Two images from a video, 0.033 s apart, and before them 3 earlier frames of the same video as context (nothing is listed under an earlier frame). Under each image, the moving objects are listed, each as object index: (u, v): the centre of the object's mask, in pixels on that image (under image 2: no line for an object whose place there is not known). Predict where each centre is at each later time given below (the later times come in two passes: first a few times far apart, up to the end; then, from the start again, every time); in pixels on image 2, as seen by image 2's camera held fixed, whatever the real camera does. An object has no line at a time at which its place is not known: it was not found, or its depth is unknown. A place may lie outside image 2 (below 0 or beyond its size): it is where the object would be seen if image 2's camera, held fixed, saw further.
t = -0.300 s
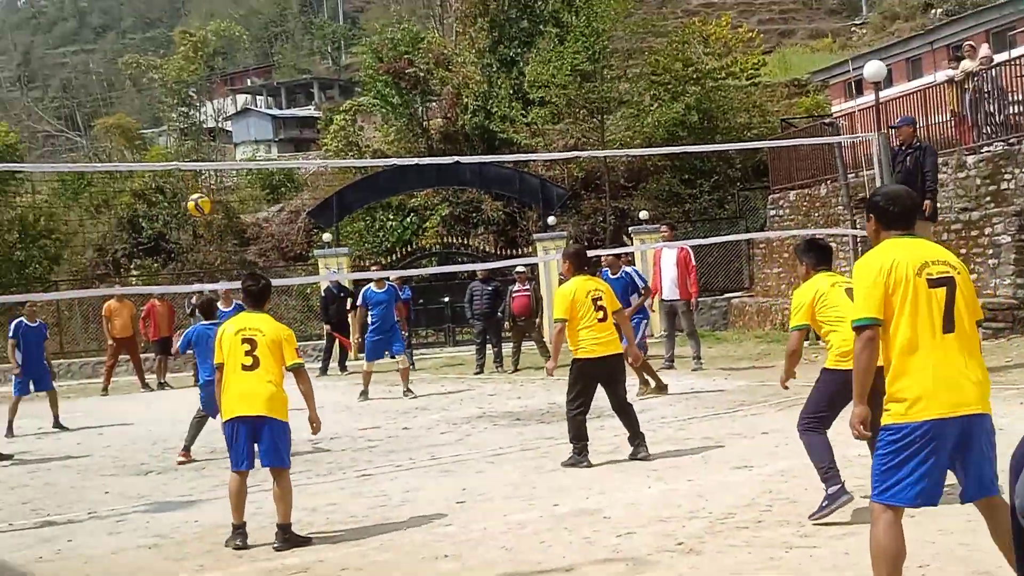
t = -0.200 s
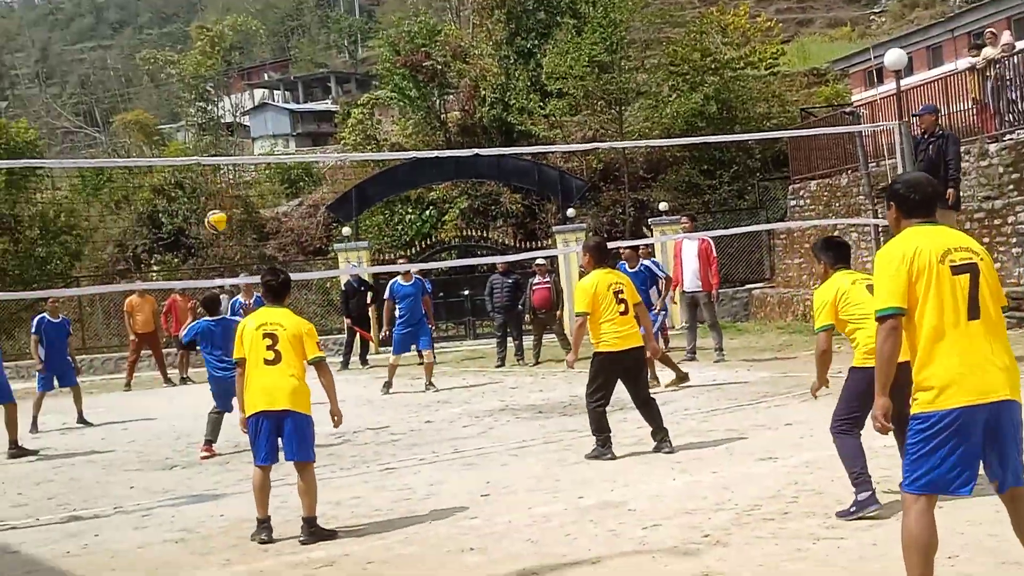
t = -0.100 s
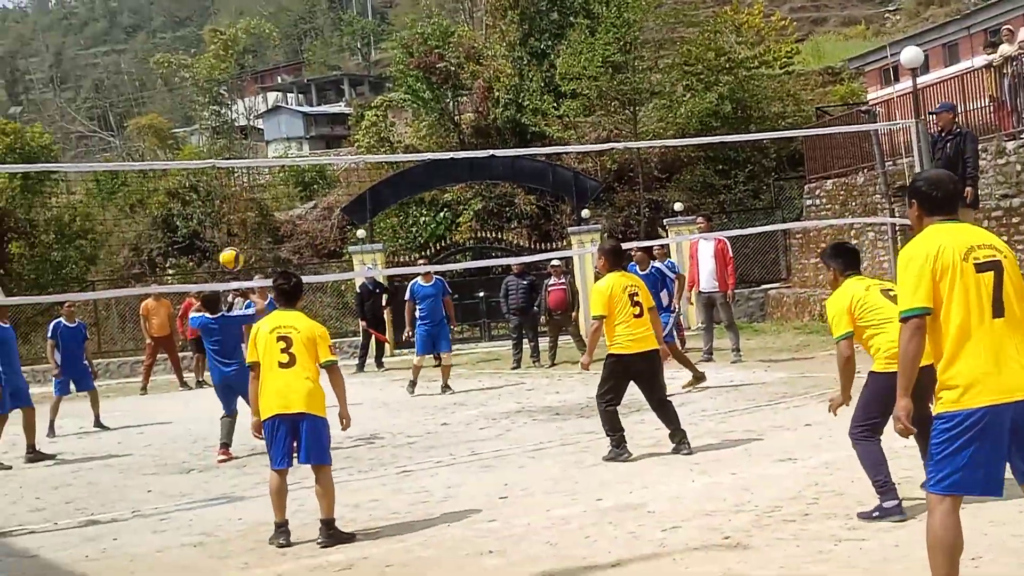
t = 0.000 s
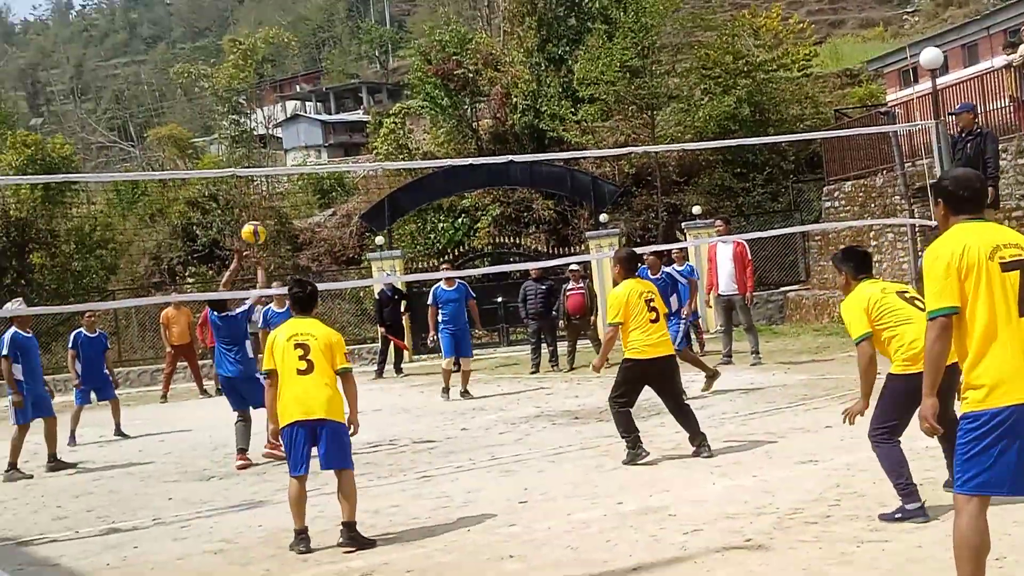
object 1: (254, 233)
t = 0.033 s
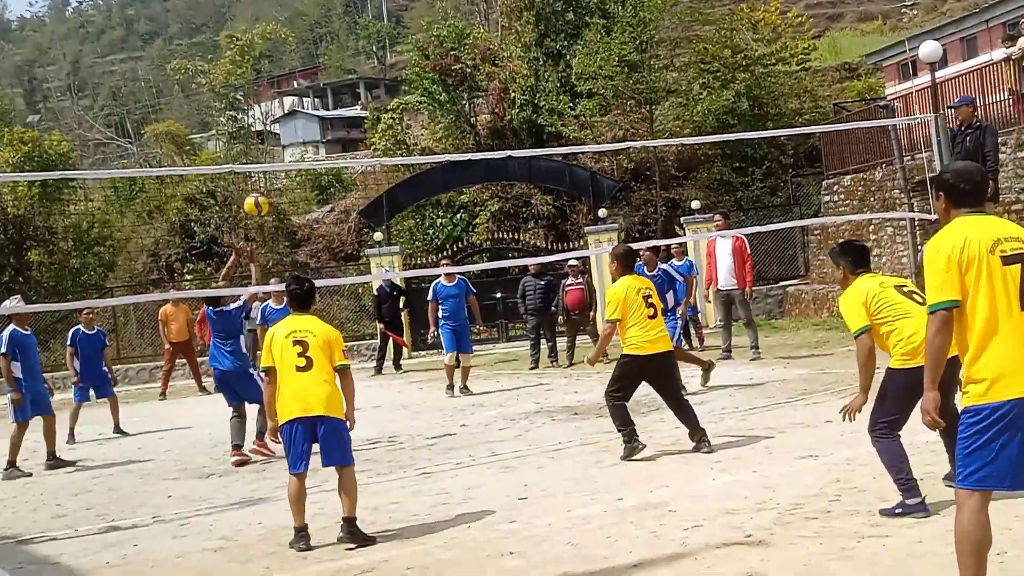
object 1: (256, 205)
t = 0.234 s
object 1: (286, 87)
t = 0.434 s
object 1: (319, 13)
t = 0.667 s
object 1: (369, -18)
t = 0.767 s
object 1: (392, -12)
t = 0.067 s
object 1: (260, 182)
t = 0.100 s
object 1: (265, 157)
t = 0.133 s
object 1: (269, 139)
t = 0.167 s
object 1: (274, 121)
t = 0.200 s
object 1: (279, 104)
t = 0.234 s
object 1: (286, 87)
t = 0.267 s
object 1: (290, 71)
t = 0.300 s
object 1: (296, 57)
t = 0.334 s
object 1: (302, 44)
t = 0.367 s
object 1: (308, 32)
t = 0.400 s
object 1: (313, 22)
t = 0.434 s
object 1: (319, 13)
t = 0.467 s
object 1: (326, 5)
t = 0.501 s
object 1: (332, -2)
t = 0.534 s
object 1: (339, -8)
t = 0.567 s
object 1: (346, -12)
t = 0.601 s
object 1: (353, -15)
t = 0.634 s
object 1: (361, -17)
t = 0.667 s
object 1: (369, -18)
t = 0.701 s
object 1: (375, -19)
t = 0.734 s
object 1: (383, -16)
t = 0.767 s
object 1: (392, -12)
